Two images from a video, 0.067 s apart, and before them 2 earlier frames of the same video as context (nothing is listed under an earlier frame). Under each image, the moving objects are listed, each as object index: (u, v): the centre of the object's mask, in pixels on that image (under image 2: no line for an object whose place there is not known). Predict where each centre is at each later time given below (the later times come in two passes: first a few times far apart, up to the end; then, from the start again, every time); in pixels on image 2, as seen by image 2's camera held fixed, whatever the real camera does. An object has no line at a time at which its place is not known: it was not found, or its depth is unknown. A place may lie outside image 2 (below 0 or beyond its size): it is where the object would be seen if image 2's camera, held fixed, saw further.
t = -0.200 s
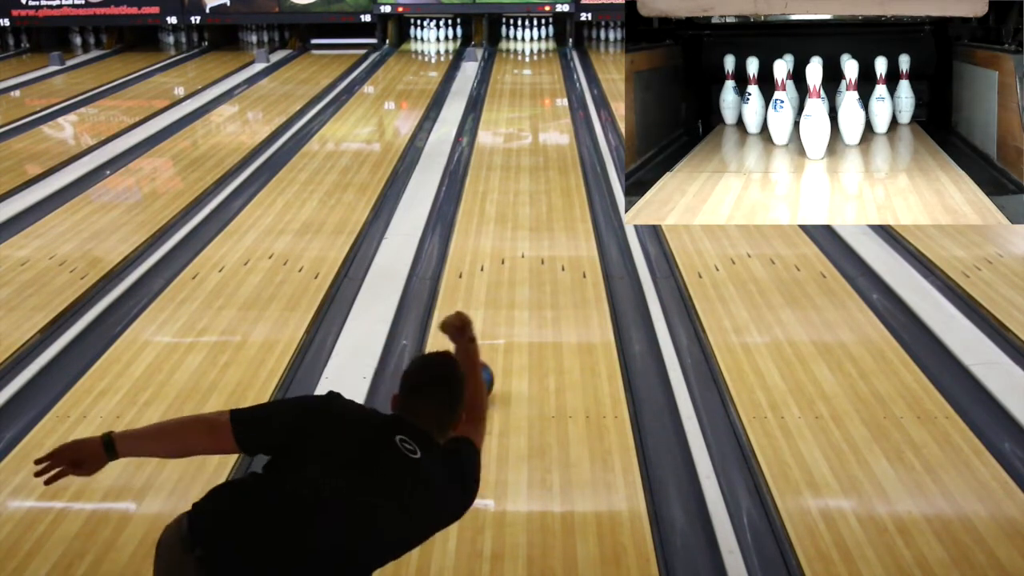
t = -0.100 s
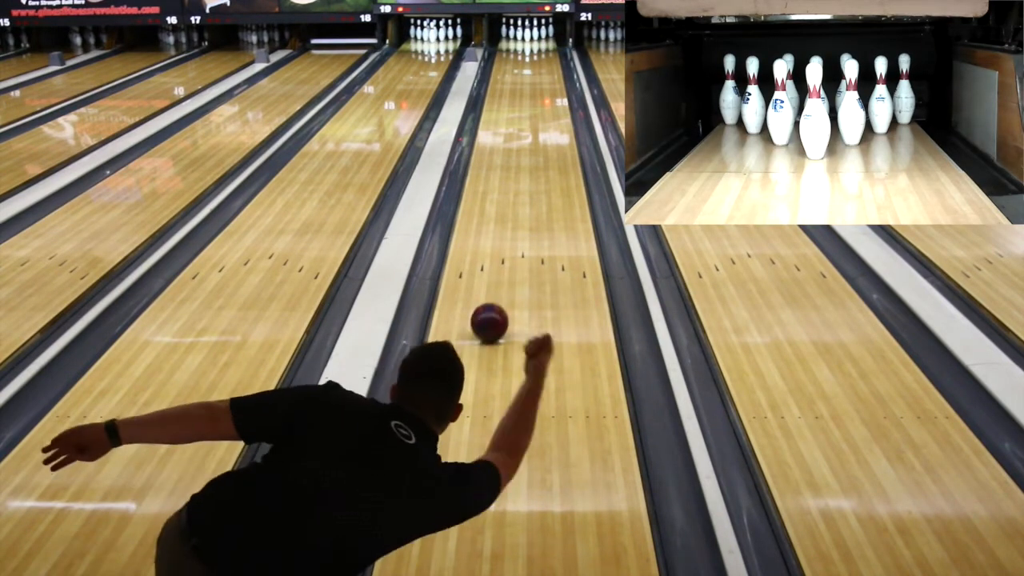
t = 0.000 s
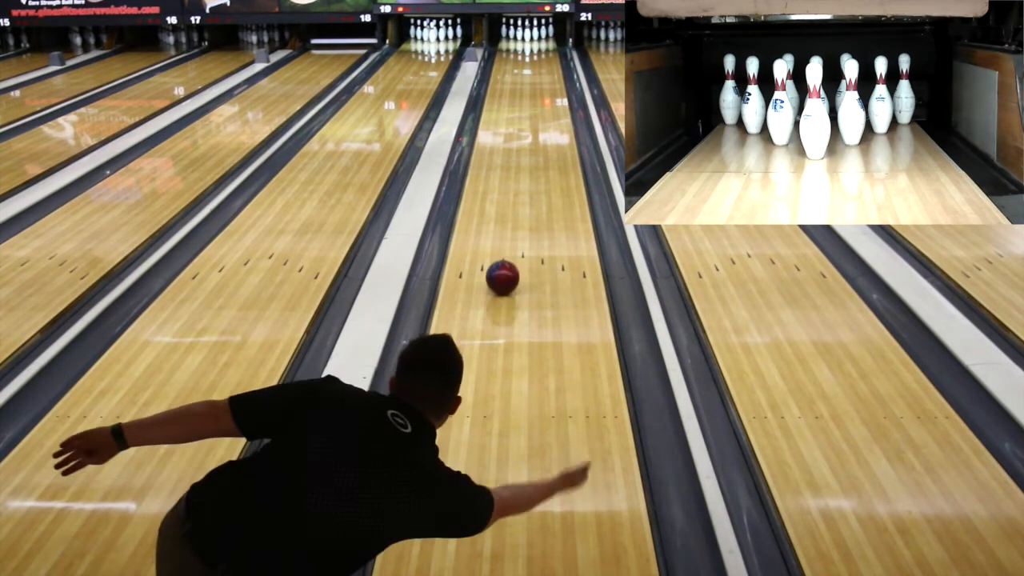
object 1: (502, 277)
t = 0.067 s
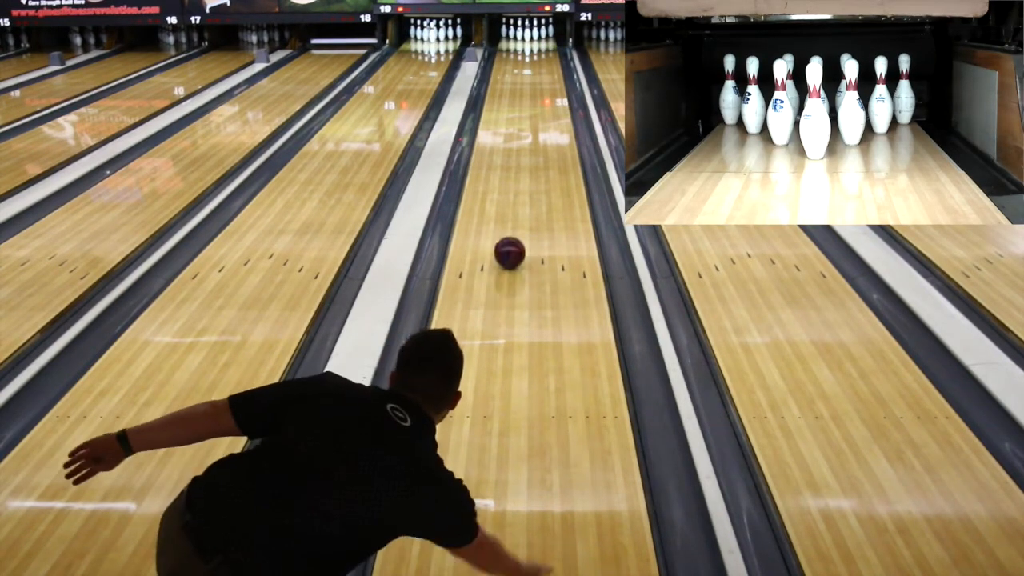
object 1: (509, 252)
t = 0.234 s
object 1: (523, 204)
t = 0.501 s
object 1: (537, 150)
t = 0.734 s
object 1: (545, 117)
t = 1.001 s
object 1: (550, 89)
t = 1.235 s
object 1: (552, 71)
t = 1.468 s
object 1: (549, 57)
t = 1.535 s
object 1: (546, 54)
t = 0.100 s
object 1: (513, 241)
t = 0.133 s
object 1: (515, 231)
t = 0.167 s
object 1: (518, 222)
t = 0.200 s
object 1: (521, 213)
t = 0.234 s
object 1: (523, 204)
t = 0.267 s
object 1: (525, 196)
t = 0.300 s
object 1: (528, 189)
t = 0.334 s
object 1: (529, 181)
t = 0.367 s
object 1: (531, 174)
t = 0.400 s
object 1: (533, 168)
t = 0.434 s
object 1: (535, 161)
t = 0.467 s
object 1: (536, 156)
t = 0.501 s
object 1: (537, 150)
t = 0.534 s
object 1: (539, 144)
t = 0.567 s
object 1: (540, 139)
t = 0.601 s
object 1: (541, 134)
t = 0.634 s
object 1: (542, 130)
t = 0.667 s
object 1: (543, 125)
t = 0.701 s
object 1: (544, 121)
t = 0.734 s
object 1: (545, 117)
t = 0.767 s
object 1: (546, 113)
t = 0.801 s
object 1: (547, 109)
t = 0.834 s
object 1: (547, 106)
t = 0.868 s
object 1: (548, 102)
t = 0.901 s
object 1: (548, 99)
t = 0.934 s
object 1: (549, 96)
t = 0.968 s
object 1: (550, 92)
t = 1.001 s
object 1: (550, 89)
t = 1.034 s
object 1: (551, 86)
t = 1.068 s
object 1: (551, 84)
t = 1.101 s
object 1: (552, 81)
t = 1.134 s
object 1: (552, 78)
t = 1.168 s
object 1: (552, 76)
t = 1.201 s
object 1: (552, 73)
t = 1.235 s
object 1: (552, 71)
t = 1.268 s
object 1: (551, 69)
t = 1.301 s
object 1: (551, 67)
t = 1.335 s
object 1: (551, 65)
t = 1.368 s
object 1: (550, 63)
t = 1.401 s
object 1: (550, 60)
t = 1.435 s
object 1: (550, 58)
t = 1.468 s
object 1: (549, 57)
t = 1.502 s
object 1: (548, 56)
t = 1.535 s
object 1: (546, 54)
